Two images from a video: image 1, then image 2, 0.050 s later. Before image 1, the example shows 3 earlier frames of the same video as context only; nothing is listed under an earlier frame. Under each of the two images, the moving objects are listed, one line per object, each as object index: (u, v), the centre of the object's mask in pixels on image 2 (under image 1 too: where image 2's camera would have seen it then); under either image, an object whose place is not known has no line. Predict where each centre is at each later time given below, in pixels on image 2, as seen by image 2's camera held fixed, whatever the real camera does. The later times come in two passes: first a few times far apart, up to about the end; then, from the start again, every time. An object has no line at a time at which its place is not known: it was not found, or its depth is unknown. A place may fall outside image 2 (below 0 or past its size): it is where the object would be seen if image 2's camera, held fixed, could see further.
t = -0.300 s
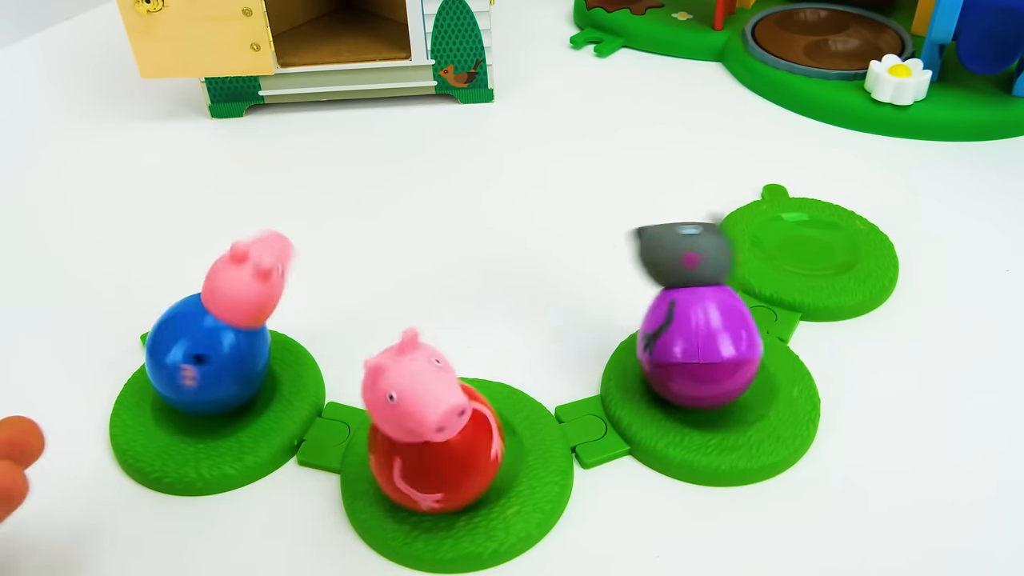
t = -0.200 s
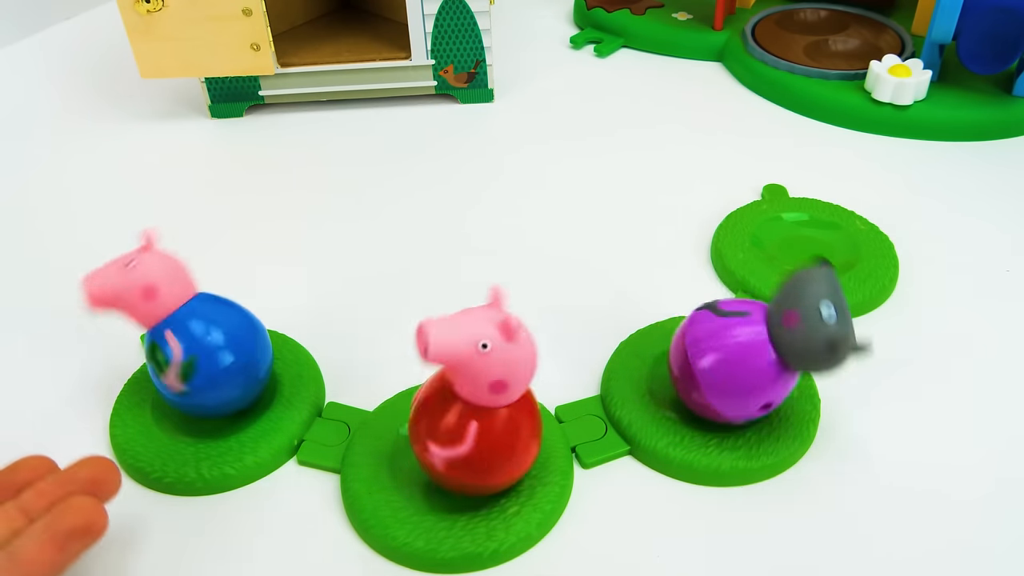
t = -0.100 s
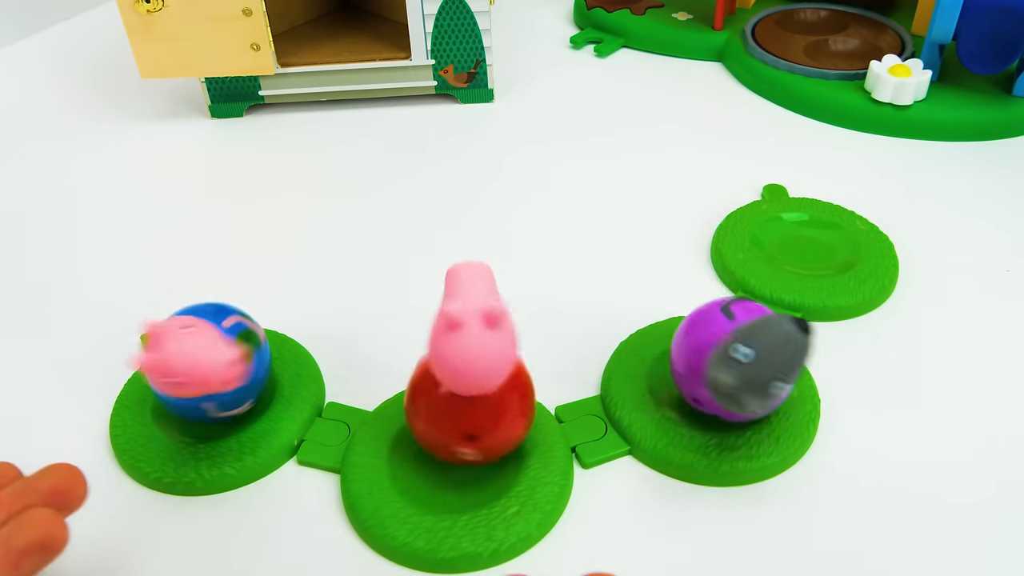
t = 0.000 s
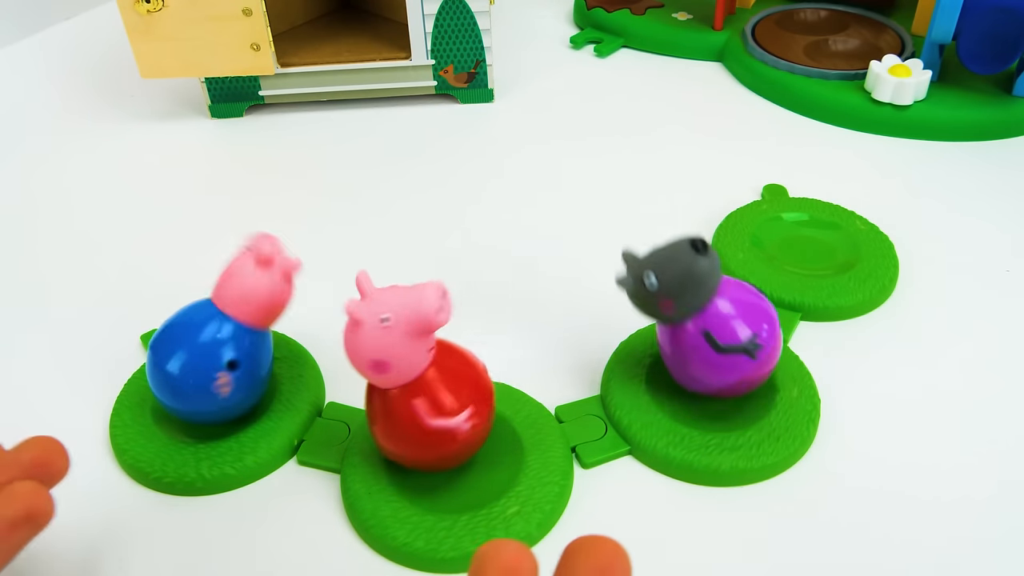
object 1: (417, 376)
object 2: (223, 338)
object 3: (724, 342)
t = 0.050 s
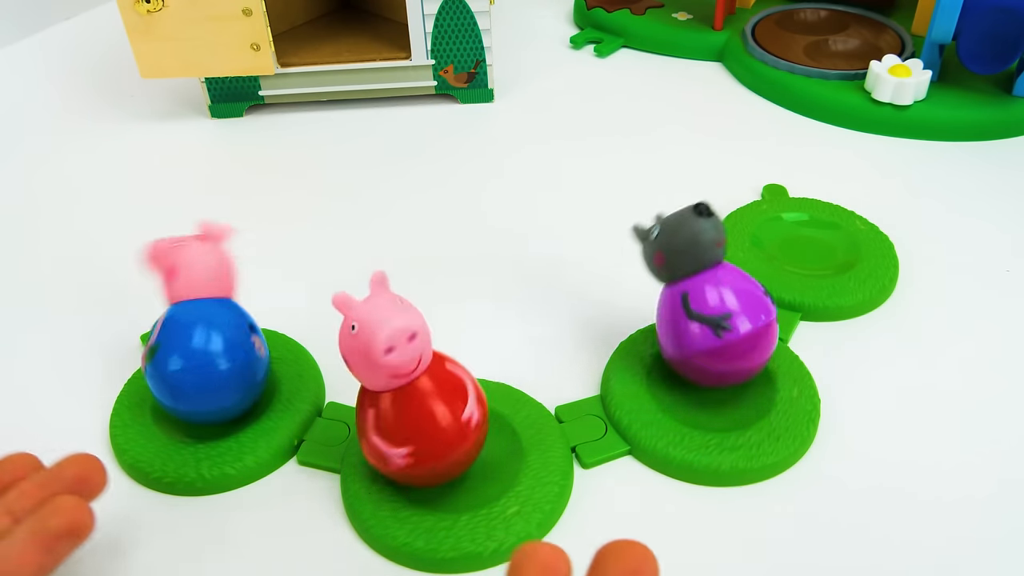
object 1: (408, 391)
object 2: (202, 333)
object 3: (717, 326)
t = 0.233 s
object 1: (471, 404)
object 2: (211, 367)
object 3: (692, 365)
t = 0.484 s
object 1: (421, 415)
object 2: (155, 369)
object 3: (737, 343)
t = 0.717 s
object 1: (469, 403)
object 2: (203, 324)
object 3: (705, 354)
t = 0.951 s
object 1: (436, 376)
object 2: (227, 371)
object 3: (727, 363)
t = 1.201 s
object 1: (436, 424)
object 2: (157, 366)
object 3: (715, 331)
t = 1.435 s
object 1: (474, 370)
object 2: (203, 331)
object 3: (687, 371)
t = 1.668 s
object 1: (419, 414)
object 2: (203, 357)
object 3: (733, 340)
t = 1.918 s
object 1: (463, 373)
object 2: (176, 342)
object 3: (710, 358)
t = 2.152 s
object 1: (430, 430)
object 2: (212, 326)
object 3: (724, 358)
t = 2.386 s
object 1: (461, 378)
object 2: (202, 353)
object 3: (715, 354)
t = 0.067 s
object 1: (410, 396)
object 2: (192, 334)
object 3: (716, 323)
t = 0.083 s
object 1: (413, 401)
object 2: (182, 339)
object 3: (715, 321)
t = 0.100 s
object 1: (415, 407)
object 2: (173, 344)
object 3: (715, 322)
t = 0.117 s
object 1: (419, 412)
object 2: (165, 351)
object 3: (715, 324)
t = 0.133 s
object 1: (425, 416)
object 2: (162, 359)
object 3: (713, 327)
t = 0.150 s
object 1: (434, 418)
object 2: (164, 367)
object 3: (714, 331)
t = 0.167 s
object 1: (443, 418)
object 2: (170, 373)
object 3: (713, 336)
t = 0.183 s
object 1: (452, 416)
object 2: (182, 374)
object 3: (710, 342)
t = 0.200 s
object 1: (459, 413)
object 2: (195, 371)
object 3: (705, 349)
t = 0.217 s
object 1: (466, 408)
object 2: (204, 368)
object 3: (699, 356)
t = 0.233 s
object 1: (471, 404)
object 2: (211, 367)
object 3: (692, 365)
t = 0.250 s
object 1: (475, 398)
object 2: (218, 361)
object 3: (687, 374)
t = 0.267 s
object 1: (478, 392)
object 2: (223, 353)
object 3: (697, 392)
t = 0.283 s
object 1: (480, 386)
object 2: (224, 346)
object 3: (726, 379)
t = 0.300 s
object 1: (481, 380)
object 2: (222, 341)
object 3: (713, 371)
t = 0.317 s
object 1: (483, 375)
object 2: (218, 337)
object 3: (711, 370)
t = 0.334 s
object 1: (484, 370)
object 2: (211, 334)
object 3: (708, 370)
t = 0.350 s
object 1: (483, 366)
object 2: (204, 333)
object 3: (707, 369)
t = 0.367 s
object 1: (479, 365)
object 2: (196, 332)
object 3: (707, 366)
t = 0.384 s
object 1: (475, 366)
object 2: (186, 332)
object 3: (708, 362)
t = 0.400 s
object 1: (468, 370)
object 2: (175, 335)
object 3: (711, 358)
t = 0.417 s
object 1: (459, 378)
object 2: (165, 340)
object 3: (715, 353)
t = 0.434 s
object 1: (447, 388)
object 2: (157, 346)
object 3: (720, 350)
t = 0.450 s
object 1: (438, 399)
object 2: (152, 354)
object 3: (725, 347)
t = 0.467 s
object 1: (432, 407)
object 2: (152, 362)
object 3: (731, 344)
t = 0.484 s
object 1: (421, 415)
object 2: (155, 369)
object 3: (737, 343)
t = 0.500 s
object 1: (408, 422)
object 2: (163, 375)
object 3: (743, 342)
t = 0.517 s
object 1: (397, 427)
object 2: (176, 379)
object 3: (747, 341)
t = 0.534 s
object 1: (388, 432)
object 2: (191, 376)
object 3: (750, 341)
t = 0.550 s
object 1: (382, 434)
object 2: (203, 370)
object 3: (749, 341)
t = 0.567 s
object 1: (380, 435)
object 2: (208, 362)
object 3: (745, 342)
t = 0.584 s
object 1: (383, 435)
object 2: (216, 357)
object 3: (738, 344)
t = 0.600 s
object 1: (389, 431)
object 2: (227, 351)
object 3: (730, 346)
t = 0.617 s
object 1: (397, 427)
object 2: (232, 343)
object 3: (721, 348)
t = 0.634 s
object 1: (407, 422)
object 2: (232, 335)
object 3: (712, 351)
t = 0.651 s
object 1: (419, 418)
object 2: (230, 329)
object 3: (702, 356)
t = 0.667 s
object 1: (432, 414)
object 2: (225, 326)
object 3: (694, 363)
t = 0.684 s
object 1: (445, 410)
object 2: (217, 325)
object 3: (699, 371)
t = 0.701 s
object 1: (457, 406)
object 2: (210, 323)
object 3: (708, 364)
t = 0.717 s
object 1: (469, 403)
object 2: (203, 324)
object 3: (705, 354)
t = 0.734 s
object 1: (479, 399)
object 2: (195, 326)
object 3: (698, 349)
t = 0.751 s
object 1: (487, 394)
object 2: (187, 328)
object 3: (692, 346)
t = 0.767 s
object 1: (492, 390)
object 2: (178, 332)
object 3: (687, 344)
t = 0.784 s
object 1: (493, 387)
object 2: (170, 337)
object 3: (686, 343)
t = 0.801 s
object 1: (493, 383)
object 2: (163, 344)
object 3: (687, 343)
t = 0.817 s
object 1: (491, 379)
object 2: (159, 353)
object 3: (690, 344)
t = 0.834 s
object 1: (487, 376)
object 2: (159, 361)
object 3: (694, 345)
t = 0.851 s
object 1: (483, 374)
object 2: (163, 370)
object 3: (699, 346)
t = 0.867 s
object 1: (478, 372)
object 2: (171, 376)
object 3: (704, 347)
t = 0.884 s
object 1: (471, 372)
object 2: (183, 381)
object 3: (710, 350)
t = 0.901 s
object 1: (464, 371)
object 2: (195, 382)
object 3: (716, 353)
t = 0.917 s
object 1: (455, 371)
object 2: (206, 379)
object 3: (720, 356)
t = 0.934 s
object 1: (446, 373)
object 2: (216, 375)
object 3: (724, 360)
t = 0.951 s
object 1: (436, 376)
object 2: (227, 371)
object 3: (727, 363)
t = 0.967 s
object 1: (428, 380)
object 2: (234, 364)
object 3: (728, 367)
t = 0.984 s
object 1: (423, 386)
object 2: (238, 357)
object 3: (729, 369)
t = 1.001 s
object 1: (420, 394)
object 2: (238, 350)
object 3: (728, 370)
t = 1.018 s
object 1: (419, 404)
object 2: (237, 344)
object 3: (725, 370)
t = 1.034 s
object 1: (420, 414)
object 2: (232, 340)
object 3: (720, 371)
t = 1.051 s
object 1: (420, 423)
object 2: (226, 336)
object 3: (715, 373)
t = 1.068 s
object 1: (419, 430)
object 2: (217, 334)
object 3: (714, 380)
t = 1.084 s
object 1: (419, 436)
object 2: (208, 334)
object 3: (724, 382)
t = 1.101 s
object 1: (419, 439)
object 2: (199, 336)
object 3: (732, 373)
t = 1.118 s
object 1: (420, 441)
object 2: (189, 338)
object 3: (733, 364)
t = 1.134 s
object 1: (422, 440)
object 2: (180, 342)
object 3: (730, 358)
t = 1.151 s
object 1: (424, 438)
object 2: (171, 347)
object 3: (725, 350)
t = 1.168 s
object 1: (428, 435)
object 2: (164, 353)
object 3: (721, 343)
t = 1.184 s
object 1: (432, 431)
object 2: (159, 360)
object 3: (718, 337)
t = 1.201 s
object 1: (436, 424)
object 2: (157, 366)
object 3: (715, 331)
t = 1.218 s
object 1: (441, 417)
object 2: (157, 372)
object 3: (714, 327)
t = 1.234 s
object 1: (447, 409)
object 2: (160, 378)
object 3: (713, 323)
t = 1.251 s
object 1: (454, 401)
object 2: (167, 381)
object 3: (713, 322)
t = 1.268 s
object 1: (461, 394)
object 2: (178, 381)
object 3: (712, 321)
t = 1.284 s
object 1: (468, 387)
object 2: (189, 378)
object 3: (713, 323)
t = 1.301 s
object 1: (475, 381)
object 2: (195, 373)
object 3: (714, 326)
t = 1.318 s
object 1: (481, 375)
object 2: (201, 369)
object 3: (714, 330)
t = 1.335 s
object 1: (486, 371)
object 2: (210, 365)
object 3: (713, 335)
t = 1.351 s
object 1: (489, 367)
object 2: (217, 358)
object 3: (714, 341)
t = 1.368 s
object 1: (489, 364)
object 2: (219, 350)
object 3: (710, 346)
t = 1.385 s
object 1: (488, 364)
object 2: (218, 343)
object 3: (706, 352)
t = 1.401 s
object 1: (485, 364)
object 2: (215, 337)
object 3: (701, 359)
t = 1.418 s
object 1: (480, 367)
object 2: (210, 334)
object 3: (695, 367)
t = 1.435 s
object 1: (474, 370)
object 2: (203, 331)
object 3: (687, 371)
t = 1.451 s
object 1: (467, 373)
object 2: (195, 331)
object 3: (678, 374)
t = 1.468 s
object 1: (459, 378)
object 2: (187, 332)
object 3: (674, 374)
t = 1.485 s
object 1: (449, 385)
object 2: (178, 333)
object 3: (740, 354)
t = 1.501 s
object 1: (437, 392)
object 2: (170, 336)
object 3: (741, 366)
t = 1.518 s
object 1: (426, 398)
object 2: (163, 340)
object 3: (737, 373)
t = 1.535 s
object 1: (418, 402)
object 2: (158, 345)
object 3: (732, 373)
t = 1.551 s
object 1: (409, 406)
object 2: (156, 350)
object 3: (728, 374)
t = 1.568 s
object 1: (399, 410)
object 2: (156, 355)
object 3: (725, 370)
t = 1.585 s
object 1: (393, 413)
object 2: (159, 359)
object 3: (723, 365)
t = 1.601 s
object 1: (391, 415)
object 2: (166, 362)
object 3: (723, 360)
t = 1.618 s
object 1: (393, 416)
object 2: (176, 362)
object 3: (725, 354)
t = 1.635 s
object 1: (399, 416)
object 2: (189, 361)
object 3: (727, 349)
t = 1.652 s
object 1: (408, 415)
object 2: (199, 359)
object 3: (730, 344)
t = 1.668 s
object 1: (419, 414)
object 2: (203, 357)
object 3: (733, 340)
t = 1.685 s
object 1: (431, 412)
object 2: (211, 350)
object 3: (737, 337)
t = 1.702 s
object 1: (443, 411)
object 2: (218, 343)
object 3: (740, 336)
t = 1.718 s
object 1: (454, 409)
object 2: (220, 338)
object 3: (742, 334)
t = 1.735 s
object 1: (465, 408)
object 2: (222, 332)
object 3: (742, 334)
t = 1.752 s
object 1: (474, 408)
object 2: (222, 328)
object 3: (741, 334)
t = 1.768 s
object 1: (482, 407)
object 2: (219, 324)
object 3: (739, 336)
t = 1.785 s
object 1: (488, 405)
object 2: (215, 320)
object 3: (735, 338)
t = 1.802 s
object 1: (491, 403)
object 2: (209, 319)
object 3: (731, 342)
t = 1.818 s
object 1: (491, 400)
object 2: (202, 320)
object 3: (725, 345)
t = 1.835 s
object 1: (489, 397)
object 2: (196, 322)
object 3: (717, 349)
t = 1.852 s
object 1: (485, 394)
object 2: (189, 325)
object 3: (709, 351)
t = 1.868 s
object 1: (480, 390)
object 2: (183, 328)
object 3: (703, 356)
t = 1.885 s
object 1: (475, 385)
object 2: (178, 332)
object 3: (704, 360)
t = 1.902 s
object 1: (469, 380)
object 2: (175, 337)
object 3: (708, 361)
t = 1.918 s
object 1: (463, 373)
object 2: (176, 342)
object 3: (710, 358)
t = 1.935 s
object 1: (456, 368)
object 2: (179, 347)
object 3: (707, 355)
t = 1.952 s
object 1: (450, 363)
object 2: (185, 350)
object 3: (701, 353)
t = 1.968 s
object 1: (444, 361)
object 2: (194, 352)
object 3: (696, 351)
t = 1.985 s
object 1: (439, 360)
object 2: (203, 353)
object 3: (692, 349)
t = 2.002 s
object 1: (435, 361)
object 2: (211, 355)
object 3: (691, 349)
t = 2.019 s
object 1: (431, 364)
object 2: (215, 355)
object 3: (690, 349)
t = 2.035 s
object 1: (430, 368)
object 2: (222, 350)
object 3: (692, 349)
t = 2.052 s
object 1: (429, 375)
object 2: (227, 345)
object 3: (694, 349)
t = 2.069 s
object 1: (428, 384)
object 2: (229, 340)
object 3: (698, 349)
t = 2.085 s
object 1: (427, 394)
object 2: (228, 337)
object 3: (702, 350)
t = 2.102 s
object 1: (427, 404)
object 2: (225, 333)
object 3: (708, 351)
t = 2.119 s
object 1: (427, 413)
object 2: (222, 331)
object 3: (713, 353)
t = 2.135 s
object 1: (428, 422)
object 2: (218, 329)
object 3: (719, 355)
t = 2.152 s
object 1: (430, 430)
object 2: (212, 326)
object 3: (724, 358)
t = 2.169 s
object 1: (431, 437)
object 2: (204, 325)
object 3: (729, 361)
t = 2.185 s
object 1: (430, 443)
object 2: (196, 328)
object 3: (732, 364)
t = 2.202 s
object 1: (430, 448)
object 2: (188, 331)
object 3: (735, 366)
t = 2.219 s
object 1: (430, 449)
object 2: (182, 334)
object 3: (736, 368)
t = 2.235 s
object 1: (431, 448)
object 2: (177, 339)
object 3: (736, 369)
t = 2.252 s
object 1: (433, 443)
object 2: (173, 343)
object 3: (734, 369)
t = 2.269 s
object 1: (434, 437)
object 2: (172, 348)
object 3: (729, 369)
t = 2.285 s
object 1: (436, 429)
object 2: (174, 351)
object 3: (723, 369)
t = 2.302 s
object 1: (439, 419)
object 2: (178, 354)
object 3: (718, 371)
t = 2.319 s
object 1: (443, 409)
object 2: (184, 356)
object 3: (723, 372)
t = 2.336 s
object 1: (447, 400)
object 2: (190, 358)
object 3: (726, 371)
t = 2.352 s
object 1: (451, 392)
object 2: (194, 360)
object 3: (726, 367)
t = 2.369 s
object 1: (456, 384)
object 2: (198, 358)
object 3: (722, 360)
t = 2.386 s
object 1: (461, 378)
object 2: (202, 353)
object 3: (715, 354)
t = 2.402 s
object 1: (465, 372)
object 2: (205, 348)
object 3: (709, 348)
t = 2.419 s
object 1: (469, 368)
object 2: (205, 344)
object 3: (704, 342)
